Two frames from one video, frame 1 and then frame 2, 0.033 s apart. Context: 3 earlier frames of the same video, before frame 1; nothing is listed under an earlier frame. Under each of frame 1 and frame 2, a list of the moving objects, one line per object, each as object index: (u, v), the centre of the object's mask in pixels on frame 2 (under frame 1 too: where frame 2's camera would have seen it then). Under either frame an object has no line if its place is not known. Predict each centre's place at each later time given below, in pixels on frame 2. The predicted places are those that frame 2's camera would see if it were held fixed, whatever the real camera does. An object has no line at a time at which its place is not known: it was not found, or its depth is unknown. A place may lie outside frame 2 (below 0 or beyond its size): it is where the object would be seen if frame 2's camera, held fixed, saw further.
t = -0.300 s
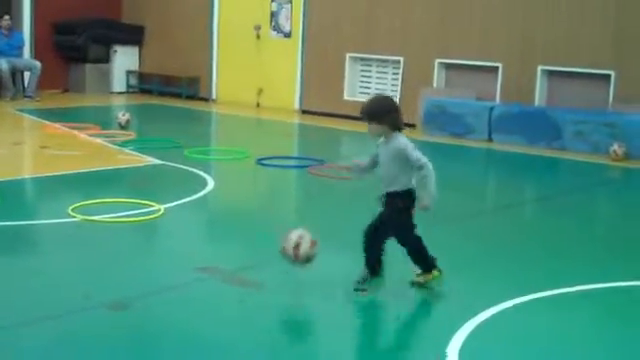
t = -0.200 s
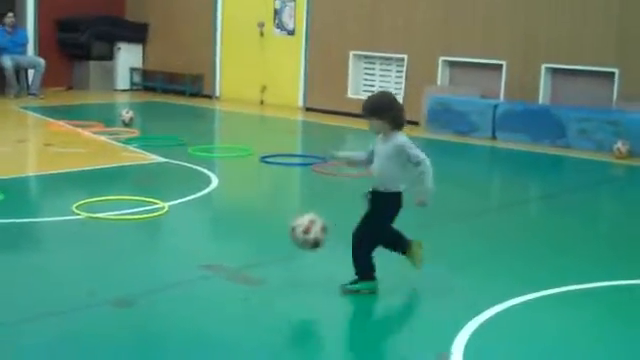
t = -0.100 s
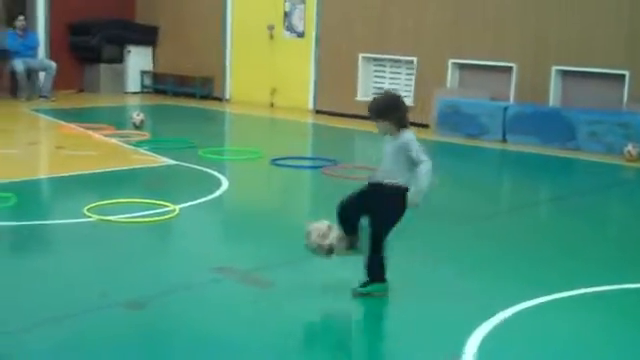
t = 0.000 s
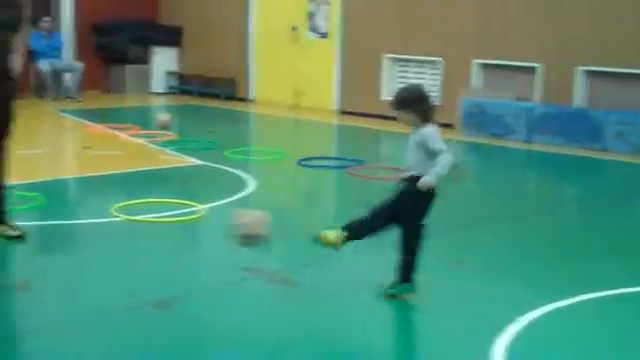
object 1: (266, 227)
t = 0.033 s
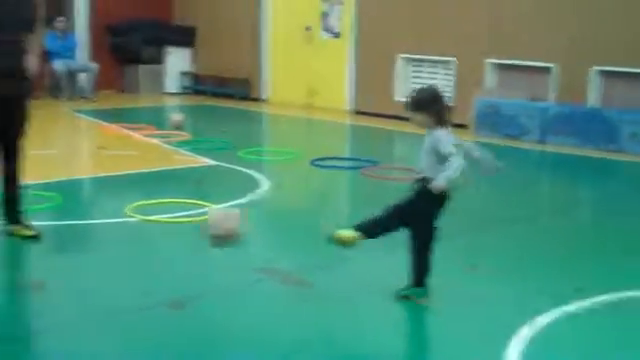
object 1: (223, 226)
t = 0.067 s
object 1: (180, 228)
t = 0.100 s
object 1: (136, 231)
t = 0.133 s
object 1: (91, 239)
